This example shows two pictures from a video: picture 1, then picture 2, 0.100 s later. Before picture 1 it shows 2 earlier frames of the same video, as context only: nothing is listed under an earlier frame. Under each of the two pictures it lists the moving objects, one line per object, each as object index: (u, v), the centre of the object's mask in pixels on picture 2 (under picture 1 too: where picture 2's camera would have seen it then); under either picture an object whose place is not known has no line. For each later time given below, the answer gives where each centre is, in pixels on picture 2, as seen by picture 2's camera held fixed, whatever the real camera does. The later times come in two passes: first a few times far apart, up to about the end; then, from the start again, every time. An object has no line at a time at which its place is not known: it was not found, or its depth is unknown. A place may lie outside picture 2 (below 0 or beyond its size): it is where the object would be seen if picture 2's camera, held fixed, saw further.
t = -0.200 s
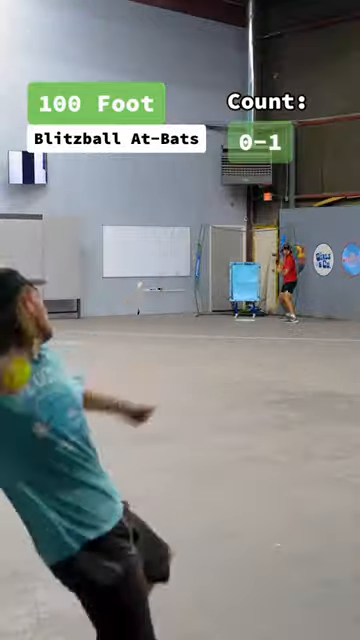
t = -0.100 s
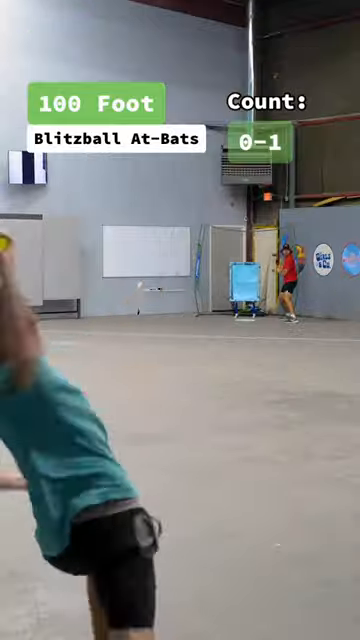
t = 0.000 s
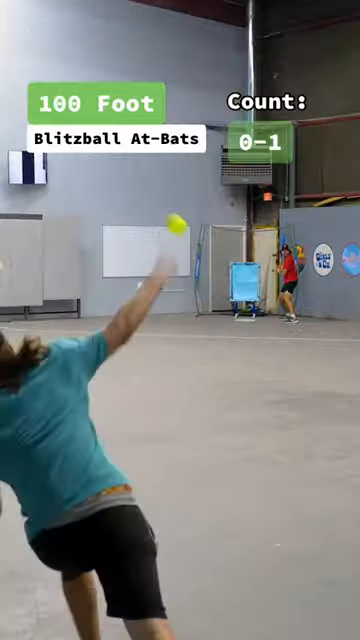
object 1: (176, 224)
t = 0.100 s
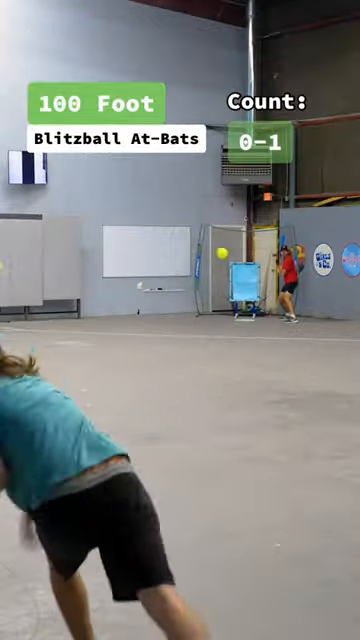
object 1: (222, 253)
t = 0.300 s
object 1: (251, 229)
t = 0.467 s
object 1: (266, 203)
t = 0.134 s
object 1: (229, 251)
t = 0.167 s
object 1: (234, 249)
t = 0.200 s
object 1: (239, 244)
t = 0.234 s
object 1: (244, 240)
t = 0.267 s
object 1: (248, 235)
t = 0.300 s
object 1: (251, 229)
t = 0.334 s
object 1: (254, 224)
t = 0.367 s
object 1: (257, 218)
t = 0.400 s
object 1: (260, 213)
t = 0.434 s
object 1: (263, 208)
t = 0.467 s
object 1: (266, 203)
